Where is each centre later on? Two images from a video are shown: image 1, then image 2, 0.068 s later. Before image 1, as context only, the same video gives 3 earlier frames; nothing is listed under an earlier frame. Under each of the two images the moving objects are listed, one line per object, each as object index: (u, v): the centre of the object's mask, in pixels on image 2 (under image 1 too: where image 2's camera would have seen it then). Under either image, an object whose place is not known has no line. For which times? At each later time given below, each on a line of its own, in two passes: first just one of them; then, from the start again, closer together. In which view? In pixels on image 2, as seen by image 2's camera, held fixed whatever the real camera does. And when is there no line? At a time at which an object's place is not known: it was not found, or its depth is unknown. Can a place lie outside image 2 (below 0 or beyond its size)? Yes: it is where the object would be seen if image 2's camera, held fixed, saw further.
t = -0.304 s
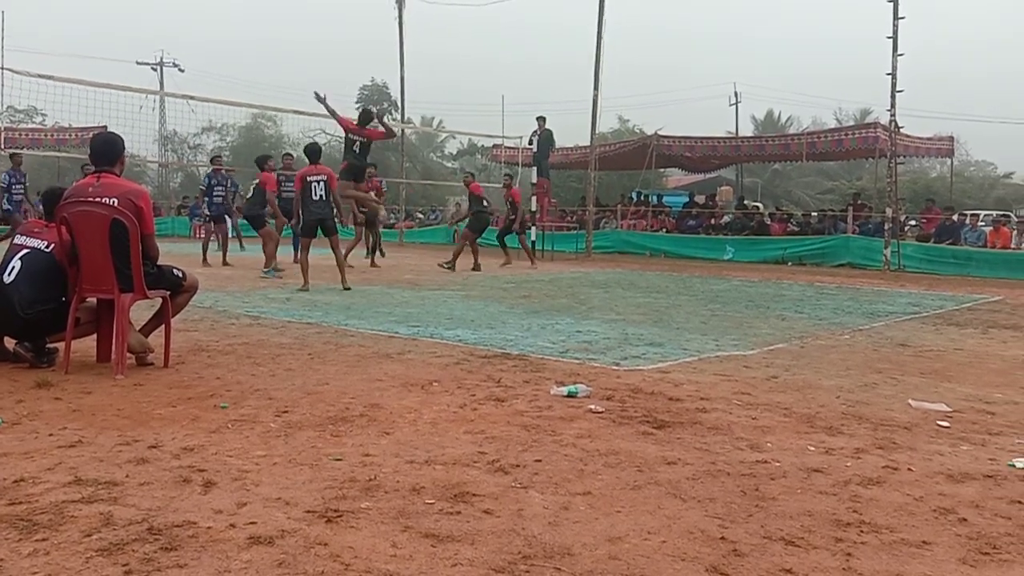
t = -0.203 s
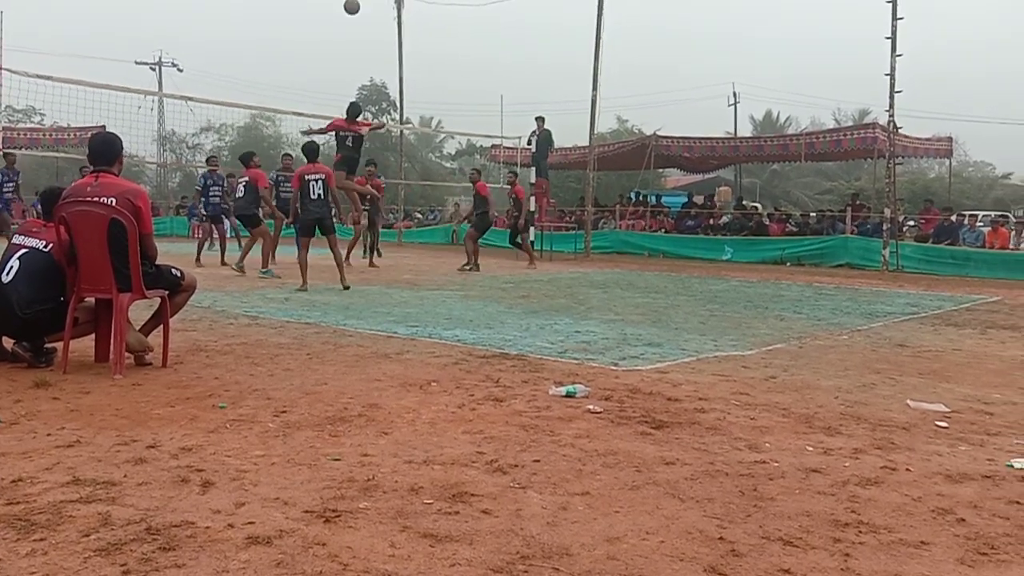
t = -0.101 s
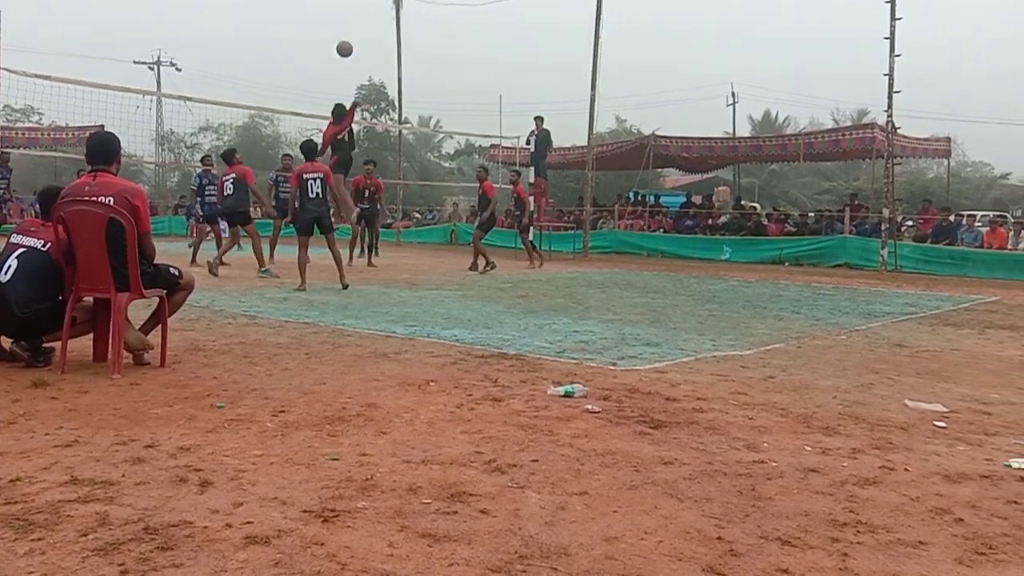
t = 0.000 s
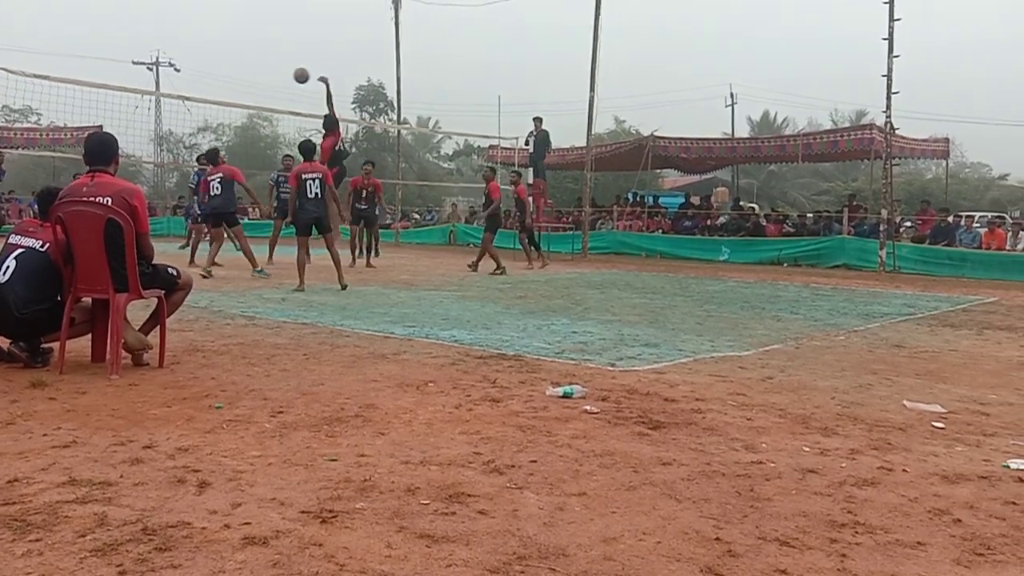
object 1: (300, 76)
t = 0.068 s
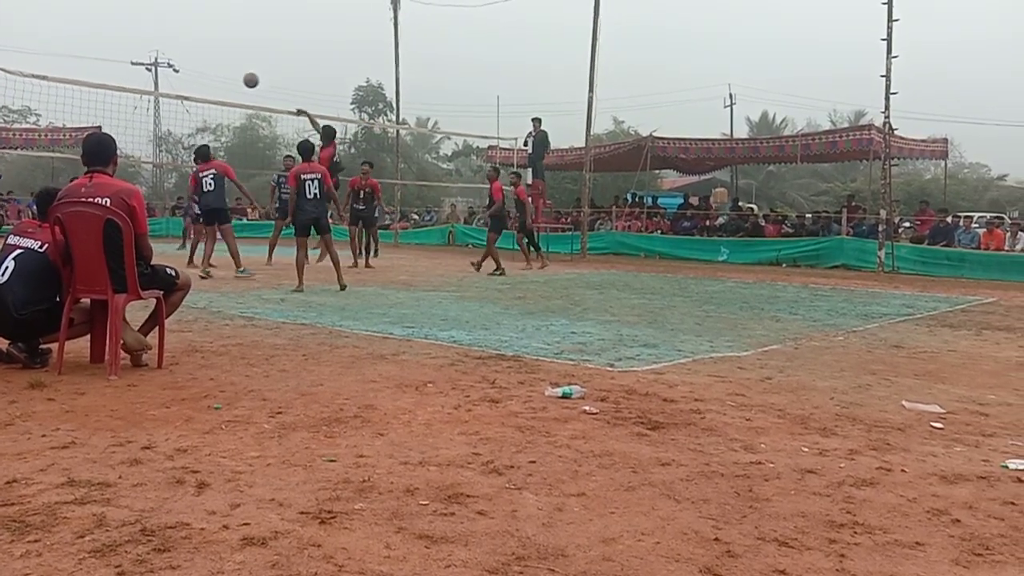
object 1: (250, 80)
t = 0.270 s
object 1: (125, 111)
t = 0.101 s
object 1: (227, 83)
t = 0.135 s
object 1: (205, 87)
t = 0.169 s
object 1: (184, 91)
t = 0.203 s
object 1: (163, 101)
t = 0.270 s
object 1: (125, 111)
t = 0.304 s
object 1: (107, 119)
